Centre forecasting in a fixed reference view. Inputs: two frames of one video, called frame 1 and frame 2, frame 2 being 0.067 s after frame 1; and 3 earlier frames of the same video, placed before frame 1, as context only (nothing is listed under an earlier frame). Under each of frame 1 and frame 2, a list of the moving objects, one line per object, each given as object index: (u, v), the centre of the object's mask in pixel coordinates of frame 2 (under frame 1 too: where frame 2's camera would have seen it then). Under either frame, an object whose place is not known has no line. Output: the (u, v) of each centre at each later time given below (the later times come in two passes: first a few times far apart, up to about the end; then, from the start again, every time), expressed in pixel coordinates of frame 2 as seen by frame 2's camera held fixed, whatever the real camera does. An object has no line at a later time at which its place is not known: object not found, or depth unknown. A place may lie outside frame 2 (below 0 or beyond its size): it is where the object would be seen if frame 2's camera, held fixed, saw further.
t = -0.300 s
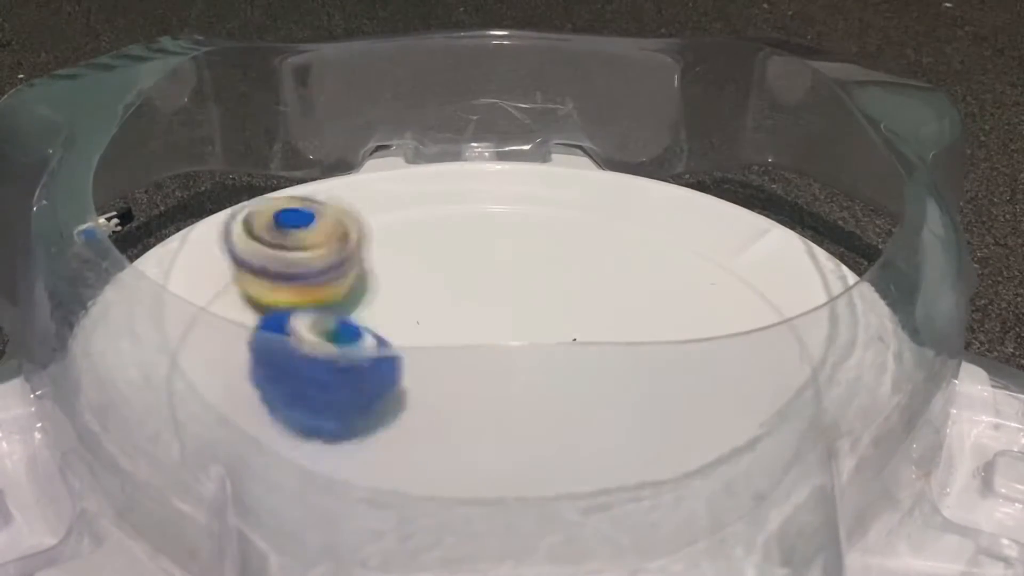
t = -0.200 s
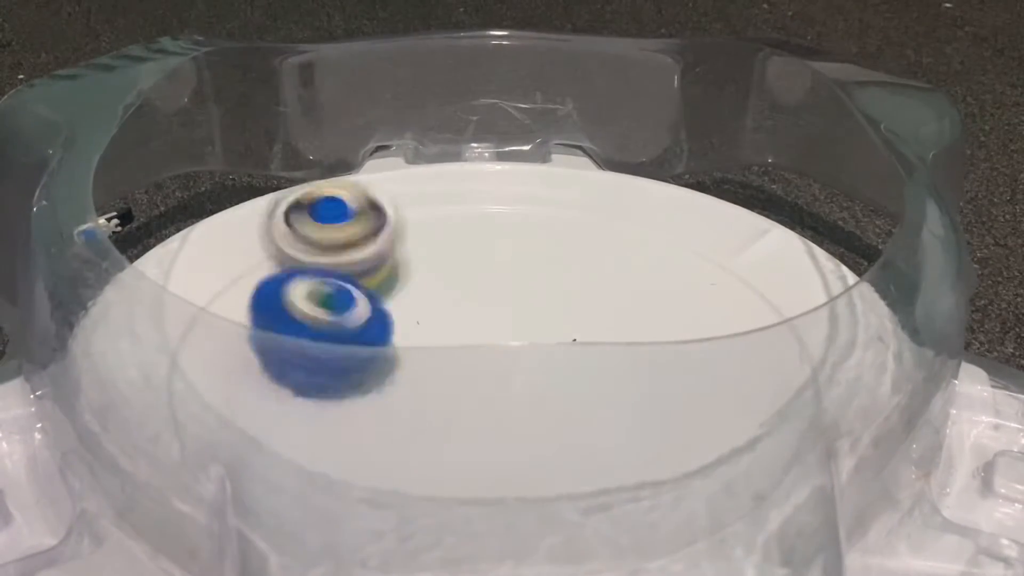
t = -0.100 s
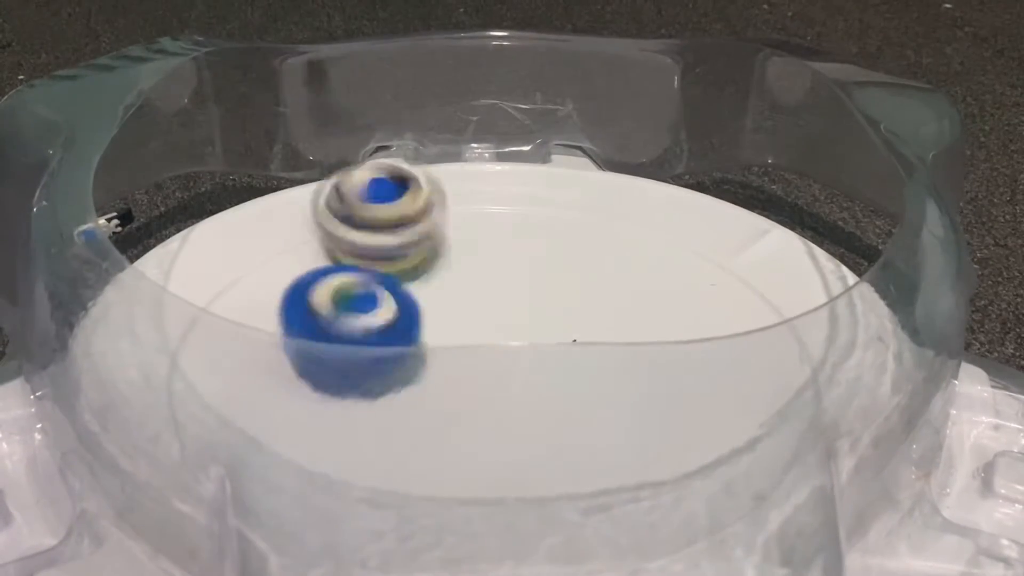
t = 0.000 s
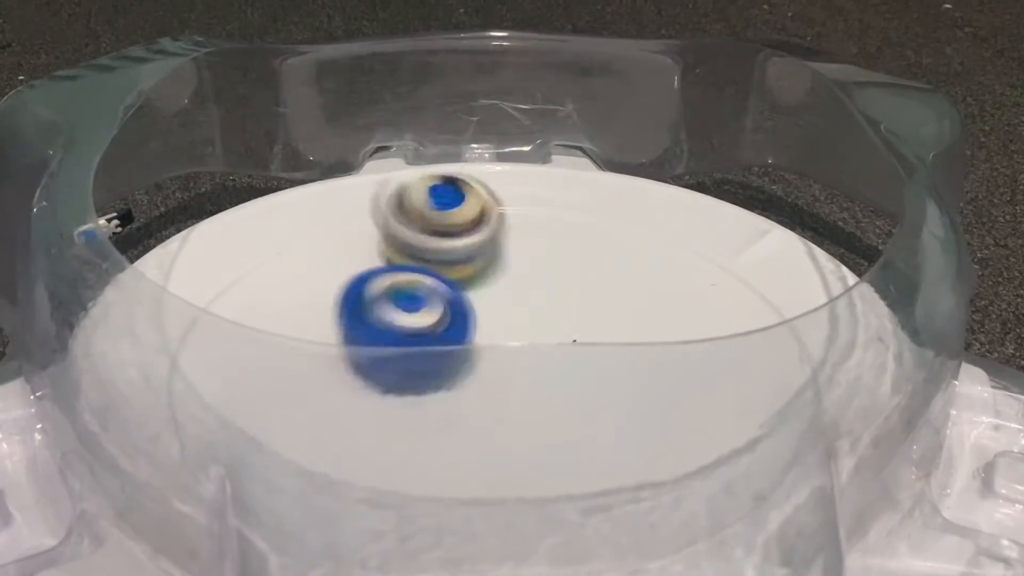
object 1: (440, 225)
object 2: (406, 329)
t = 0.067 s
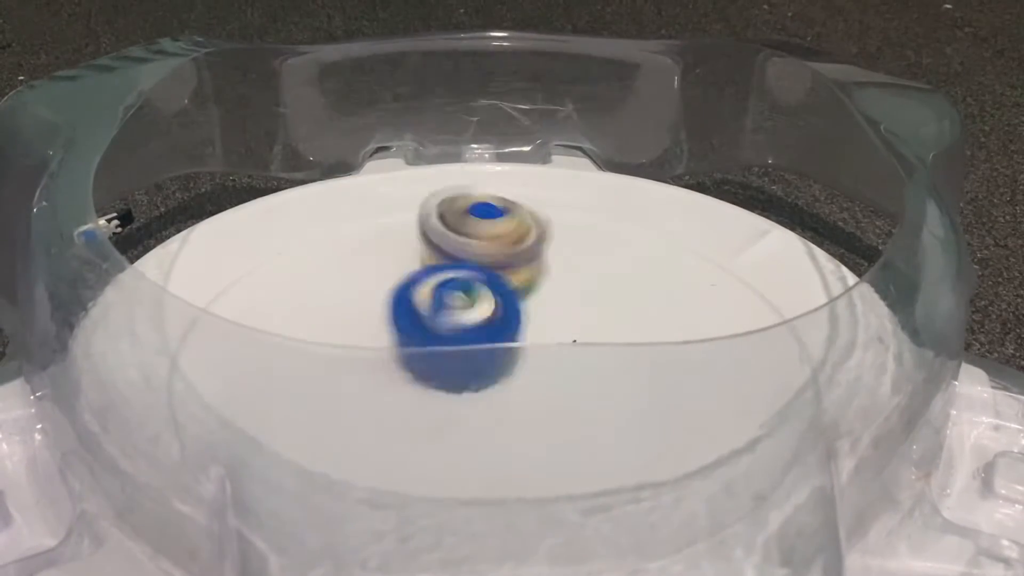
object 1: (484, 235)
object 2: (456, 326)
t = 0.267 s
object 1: (629, 242)
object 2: (583, 385)
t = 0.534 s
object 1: (652, 302)
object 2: (659, 416)
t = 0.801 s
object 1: (527, 320)
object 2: (538, 435)
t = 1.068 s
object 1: (412, 281)
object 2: (390, 385)
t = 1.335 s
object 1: (442, 268)
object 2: (377, 371)
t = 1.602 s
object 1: (606, 258)
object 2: (415, 430)
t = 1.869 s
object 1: (673, 289)
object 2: (496, 438)
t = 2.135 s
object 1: (545, 284)
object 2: (539, 408)
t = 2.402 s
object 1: (444, 272)
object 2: (540, 363)
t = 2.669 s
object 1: (355, 288)
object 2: (573, 327)
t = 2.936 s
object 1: (432, 358)
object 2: (578, 321)
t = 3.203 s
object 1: (431, 439)
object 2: (603, 274)
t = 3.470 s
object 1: (499, 389)
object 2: (543, 284)
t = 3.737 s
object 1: (485, 374)
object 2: (471, 235)
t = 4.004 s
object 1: (471, 355)
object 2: (440, 266)
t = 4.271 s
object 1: (521, 410)
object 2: (442, 271)
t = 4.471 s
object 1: (529, 385)
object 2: (466, 306)
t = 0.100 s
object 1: (514, 236)
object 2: (471, 340)
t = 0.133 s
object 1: (536, 232)
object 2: (489, 353)
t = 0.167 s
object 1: (564, 232)
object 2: (510, 365)
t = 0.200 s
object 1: (588, 232)
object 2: (534, 373)
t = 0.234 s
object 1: (607, 232)
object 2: (559, 380)
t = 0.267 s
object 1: (629, 242)
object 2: (583, 385)
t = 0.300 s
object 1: (646, 249)
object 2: (605, 389)
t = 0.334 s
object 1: (657, 257)
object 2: (621, 392)
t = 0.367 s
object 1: (666, 269)
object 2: (635, 393)
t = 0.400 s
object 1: (673, 279)
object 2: (646, 394)
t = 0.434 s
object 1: (672, 285)
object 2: (655, 393)
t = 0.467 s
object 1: (669, 294)
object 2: (662, 394)
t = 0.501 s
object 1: (663, 298)
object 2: (662, 408)
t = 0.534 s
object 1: (652, 302)
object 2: (659, 416)
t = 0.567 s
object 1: (642, 306)
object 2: (654, 423)
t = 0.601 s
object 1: (629, 311)
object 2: (645, 428)
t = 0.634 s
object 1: (610, 312)
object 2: (633, 433)
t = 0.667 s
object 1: (596, 314)
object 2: (619, 436)
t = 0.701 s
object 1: (578, 316)
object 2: (603, 441)
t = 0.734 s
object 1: (558, 320)
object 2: (582, 440)
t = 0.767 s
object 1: (543, 321)
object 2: (560, 438)
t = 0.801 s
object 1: (527, 320)
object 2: (538, 435)
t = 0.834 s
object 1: (504, 315)
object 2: (514, 429)
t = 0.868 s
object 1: (489, 314)
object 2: (491, 423)
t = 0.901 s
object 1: (473, 310)
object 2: (468, 413)
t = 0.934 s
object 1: (457, 304)
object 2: (449, 408)
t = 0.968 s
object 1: (442, 298)
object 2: (432, 404)
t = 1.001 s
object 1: (426, 294)
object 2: (417, 399)
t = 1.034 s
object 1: (420, 288)
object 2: (403, 394)
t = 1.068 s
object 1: (412, 281)
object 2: (390, 385)
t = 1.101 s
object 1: (411, 280)
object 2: (380, 379)
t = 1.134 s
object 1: (411, 270)
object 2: (373, 372)
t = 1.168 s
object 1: (408, 268)
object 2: (367, 375)
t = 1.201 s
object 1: (413, 263)
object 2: (364, 375)
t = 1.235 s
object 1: (415, 262)
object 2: (364, 375)
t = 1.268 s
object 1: (425, 262)
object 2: (365, 373)
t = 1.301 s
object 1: (428, 264)
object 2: (370, 373)
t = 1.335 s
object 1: (442, 268)
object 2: (377, 371)
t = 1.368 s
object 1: (448, 270)
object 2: (387, 369)
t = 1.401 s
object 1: (465, 278)
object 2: (399, 369)
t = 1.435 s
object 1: (476, 281)
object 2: (411, 367)
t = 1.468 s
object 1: (503, 286)
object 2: (404, 383)
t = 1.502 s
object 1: (530, 276)
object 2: (402, 396)
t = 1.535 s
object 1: (557, 269)
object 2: (403, 411)
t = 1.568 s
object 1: (580, 264)
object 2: (409, 421)
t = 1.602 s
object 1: (606, 258)
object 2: (415, 430)
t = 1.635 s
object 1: (624, 257)
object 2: (425, 436)
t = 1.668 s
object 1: (645, 256)
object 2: (432, 441)
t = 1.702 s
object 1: (659, 252)
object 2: (439, 443)
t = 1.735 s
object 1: (672, 261)
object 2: (450, 445)
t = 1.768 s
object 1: (679, 262)
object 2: (464, 446)
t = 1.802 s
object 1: (682, 271)
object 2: (474, 444)
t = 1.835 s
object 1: (680, 281)
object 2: (485, 441)
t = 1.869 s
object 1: (673, 289)
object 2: (496, 438)
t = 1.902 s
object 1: (662, 303)
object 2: (508, 431)
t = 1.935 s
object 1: (645, 313)
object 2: (521, 423)
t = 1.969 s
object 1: (631, 319)
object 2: (533, 413)
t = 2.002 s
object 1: (613, 315)
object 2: (543, 403)
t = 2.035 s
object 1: (600, 305)
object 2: (542, 408)
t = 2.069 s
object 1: (580, 298)
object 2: (539, 411)
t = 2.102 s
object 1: (558, 292)
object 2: (537, 410)
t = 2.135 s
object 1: (545, 284)
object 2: (539, 408)
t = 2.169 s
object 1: (529, 281)
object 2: (541, 407)
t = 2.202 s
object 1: (513, 277)
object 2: (542, 403)
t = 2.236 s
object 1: (502, 273)
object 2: (542, 398)
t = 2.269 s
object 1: (485, 271)
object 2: (542, 393)
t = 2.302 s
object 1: (474, 269)
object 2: (543, 388)
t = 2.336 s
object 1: (465, 270)
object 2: (542, 380)
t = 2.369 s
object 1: (449, 270)
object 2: (541, 373)
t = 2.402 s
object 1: (444, 272)
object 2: (540, 363)
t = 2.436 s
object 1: (434, 278)
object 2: (537, 354)
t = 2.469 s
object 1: (422, 280)
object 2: (534, 343)
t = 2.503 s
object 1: (409, 281)
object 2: (542, 340)
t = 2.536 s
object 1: (394, 280)
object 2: (549, 337)
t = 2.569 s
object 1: (378, 280)
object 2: (555, 334)
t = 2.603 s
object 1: (368, 282)
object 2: (562, 331)
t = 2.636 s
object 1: (361, 285)
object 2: (567, 329)
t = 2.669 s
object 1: (355, 288)
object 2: (573, 327)
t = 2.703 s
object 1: (351, 297)
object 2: (578, 326)
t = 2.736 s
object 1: (356, 304)
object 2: (582, 323)
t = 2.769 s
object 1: (362, 316)
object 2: (583, 323)
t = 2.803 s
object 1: (367, 321)
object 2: (584, 322)
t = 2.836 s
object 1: (382, 332)
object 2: (584, 321)
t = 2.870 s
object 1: (396, 345)
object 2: (583, 321)
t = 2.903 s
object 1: (414, 353)
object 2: (580, 321)
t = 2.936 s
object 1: (432, 358)
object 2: (578, 321)
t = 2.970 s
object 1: (454, 369)
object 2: (575, 321)
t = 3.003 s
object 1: (467, 379)
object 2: (577, 315)
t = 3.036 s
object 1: (452, 396)
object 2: (592, 306)
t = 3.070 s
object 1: (444, 407)
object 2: (603, 292)
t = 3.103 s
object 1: (436, 424)
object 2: (607, 285)
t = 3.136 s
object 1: (433, 434)
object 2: (609, 281)
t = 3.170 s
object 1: (430, 442)
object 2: (608, 276)
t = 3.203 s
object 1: (431, 439)
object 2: (603, 274)
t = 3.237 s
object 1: (443, 443)
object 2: (600, 273)
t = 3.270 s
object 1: (452, 444)
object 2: (596, 272)
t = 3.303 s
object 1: (460, 437)
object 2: (590, 273)
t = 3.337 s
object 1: (467, 428)
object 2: (582, 275)
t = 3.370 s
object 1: (477, 416)
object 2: (576, 277)
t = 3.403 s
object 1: (485, 407)
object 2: (566, 280)
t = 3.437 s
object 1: (496, 399)
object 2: (555, 284)
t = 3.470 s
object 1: (499, 389)
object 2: (543, 284)
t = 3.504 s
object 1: (502, 369)
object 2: (533, 278)
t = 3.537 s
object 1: (503, 367)
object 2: (521, 272)
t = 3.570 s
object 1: (498, 376)
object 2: (513, 262)
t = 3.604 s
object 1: (496, 384)
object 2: (504, 258)
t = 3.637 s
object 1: (489, 385)
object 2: (495, 248)
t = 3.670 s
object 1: (485, 382)
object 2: (488, 239)
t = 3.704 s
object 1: (482, 378)
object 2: (478, 236)
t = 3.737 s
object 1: (485, 374)
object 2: (471, 235)
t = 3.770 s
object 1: (484, 373)
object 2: (465, 233)
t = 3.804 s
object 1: (480, 374)
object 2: (458, 236)
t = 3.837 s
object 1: (475, 374)
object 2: (454, 242)
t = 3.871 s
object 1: (470, 370)
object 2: (452, 249)
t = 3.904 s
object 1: (467, 365)
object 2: (447, 253)
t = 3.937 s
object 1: (465, 356)
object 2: (442, 254)
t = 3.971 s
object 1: (468, 352)
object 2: (438, 262)
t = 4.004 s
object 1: (471, 355)
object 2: (440, 266)
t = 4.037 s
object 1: (475, 376)
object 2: (439, 270)
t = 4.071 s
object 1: (481, 390)
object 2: (438, 263)
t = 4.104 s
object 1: (485, 398)
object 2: (436, 258)
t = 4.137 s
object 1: (493, 401)
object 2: (432, 258)
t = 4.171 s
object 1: (500, 404)
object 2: (433, 262)
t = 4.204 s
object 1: (508, 410)
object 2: (433, 264)
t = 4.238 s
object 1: (514, 412)
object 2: (439, 266)
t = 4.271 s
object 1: (521, 410)
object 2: (442, 271)
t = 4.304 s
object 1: (526, 406)
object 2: (445, 279)
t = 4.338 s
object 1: (530, 403)
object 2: (451, 286)
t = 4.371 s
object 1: (536, 396)
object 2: (457, 295)
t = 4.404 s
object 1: (534, 391)
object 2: (462, 298)
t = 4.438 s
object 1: (530, 387)
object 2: (463, 300)
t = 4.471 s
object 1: (529, 385)
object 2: (466, 306)
